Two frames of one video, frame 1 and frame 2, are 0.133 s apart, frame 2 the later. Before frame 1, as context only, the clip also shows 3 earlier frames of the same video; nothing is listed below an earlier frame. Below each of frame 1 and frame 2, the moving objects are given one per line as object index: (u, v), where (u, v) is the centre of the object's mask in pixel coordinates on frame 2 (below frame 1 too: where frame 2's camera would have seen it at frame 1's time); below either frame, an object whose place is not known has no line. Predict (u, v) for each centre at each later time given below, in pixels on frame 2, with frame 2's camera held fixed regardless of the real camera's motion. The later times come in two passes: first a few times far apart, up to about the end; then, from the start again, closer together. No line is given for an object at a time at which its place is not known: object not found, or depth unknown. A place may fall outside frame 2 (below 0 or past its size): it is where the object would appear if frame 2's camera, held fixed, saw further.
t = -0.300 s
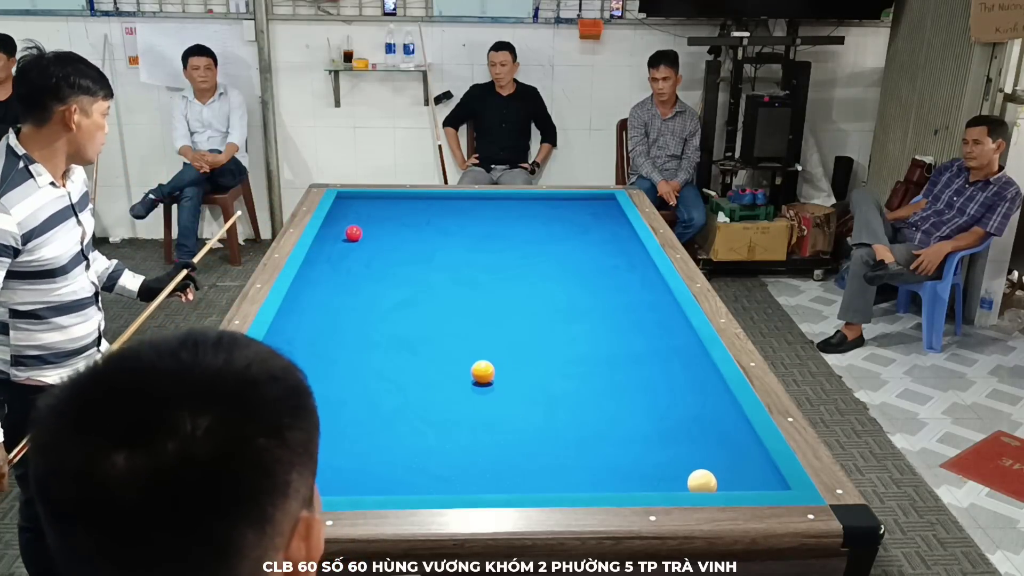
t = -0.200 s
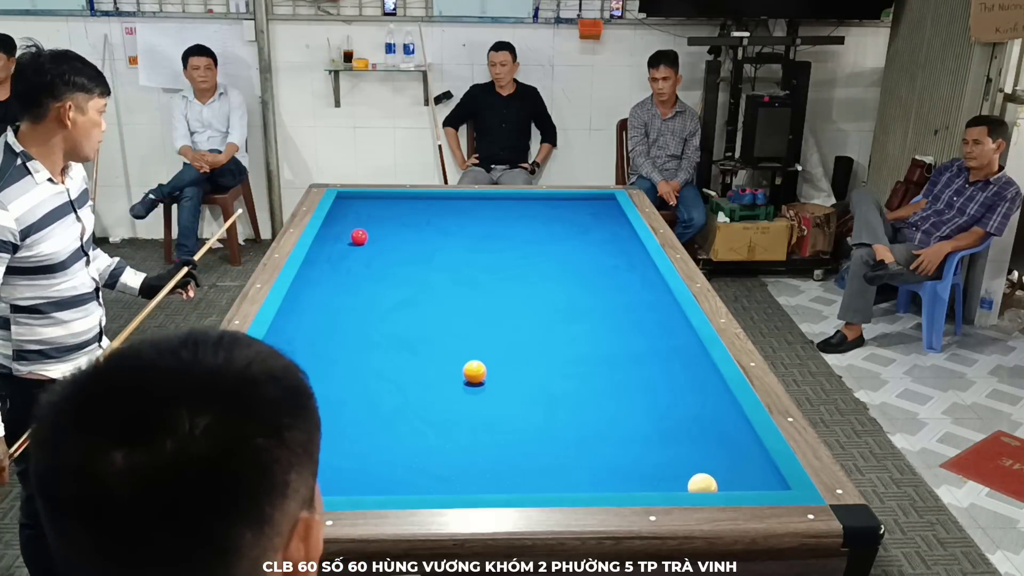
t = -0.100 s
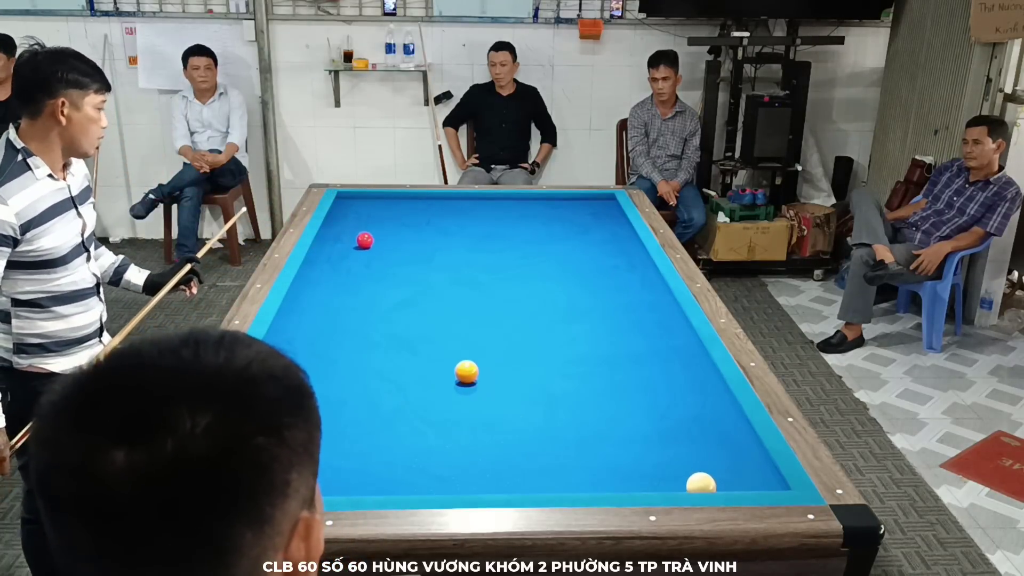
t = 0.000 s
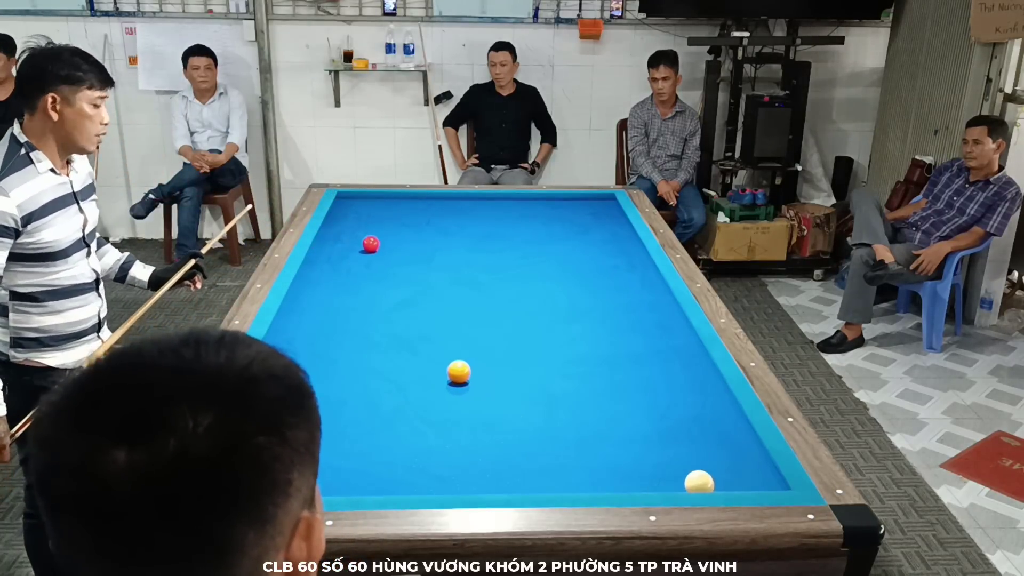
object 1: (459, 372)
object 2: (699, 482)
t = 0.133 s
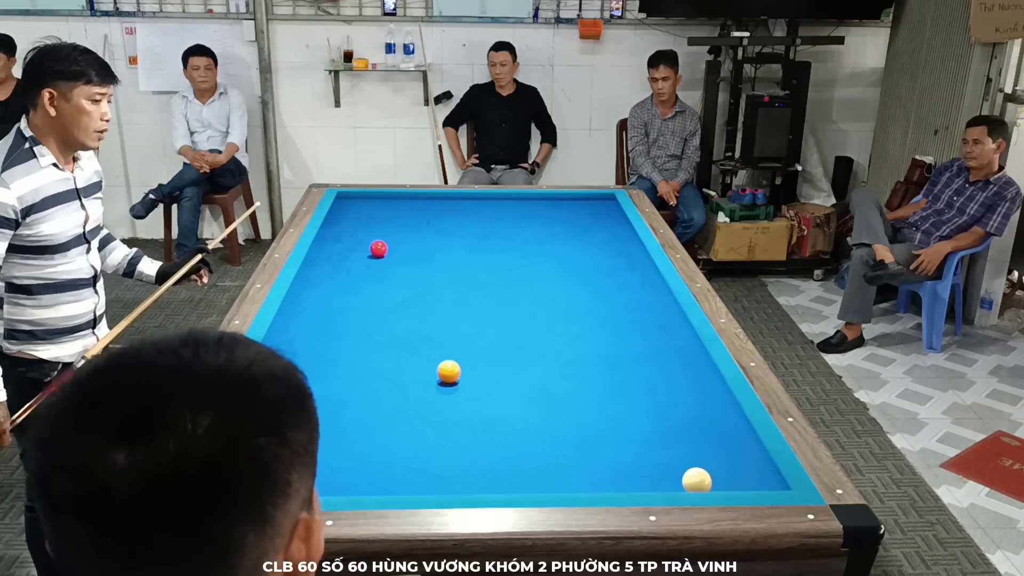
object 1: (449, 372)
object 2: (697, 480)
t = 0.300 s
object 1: (436, 372)
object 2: (694, 479)
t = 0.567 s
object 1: (418, 372)
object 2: (690, 475)
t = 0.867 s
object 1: (399, 372)
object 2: (686, 472)
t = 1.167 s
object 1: (381, 372)
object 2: (683, 469)
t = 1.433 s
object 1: (367, 373)
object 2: (682, 468)
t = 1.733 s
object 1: (352, 373)
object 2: (681, 468)
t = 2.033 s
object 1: (339, 374)
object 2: (682, 468)
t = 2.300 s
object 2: (682, 468)
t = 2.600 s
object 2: (682, 468)
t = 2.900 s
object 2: (682, 468)
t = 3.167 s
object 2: (682, 468)
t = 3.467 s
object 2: (682, 468)
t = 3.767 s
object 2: (682, 468)
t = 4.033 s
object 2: (682, 468)
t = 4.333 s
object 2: (682, 468)
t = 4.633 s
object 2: (692, 469)
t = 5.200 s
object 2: (677, 467)
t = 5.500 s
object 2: (682, 468)
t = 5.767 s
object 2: (682, 468)
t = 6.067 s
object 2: (682, 468)
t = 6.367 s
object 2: (682, 468)
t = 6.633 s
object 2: (682, 468)
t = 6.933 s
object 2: (682, 468)
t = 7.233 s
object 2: (682, 468)
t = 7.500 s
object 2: (676, 467)
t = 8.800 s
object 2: (676, 466)
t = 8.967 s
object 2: (679, 467)
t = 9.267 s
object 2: (681, 468)
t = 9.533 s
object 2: (681, 468)
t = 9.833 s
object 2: (682, 468)
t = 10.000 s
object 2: (681, 468)
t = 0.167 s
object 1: (446, 372)
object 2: (696, 480)
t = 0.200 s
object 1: (444, 372)
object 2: (696, 480)
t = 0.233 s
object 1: (441, 372)
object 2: (695, 479)
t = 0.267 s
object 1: (439, 372)
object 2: (694, 479)
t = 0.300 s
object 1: (436, 372)
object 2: (694, 479)
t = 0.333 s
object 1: (434, 372)
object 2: (693, 478)
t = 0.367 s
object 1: (432, 372)
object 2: (693, 478)
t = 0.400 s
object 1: (429, 372)
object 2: (692, 477)
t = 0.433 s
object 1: (427, 372)
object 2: (692, 477)
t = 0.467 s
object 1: (425, 372)
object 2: (691, 476)
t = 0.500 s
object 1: (423, 372)
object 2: (691, 476)
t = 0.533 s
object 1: (420, 372)
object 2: (690, 475)
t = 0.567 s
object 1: (418, 372)
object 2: (690, 475)
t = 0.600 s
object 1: (416, 372)
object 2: (690, 474)
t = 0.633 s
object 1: (414, 372)
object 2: (689, 474)
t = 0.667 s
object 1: (412, 372)
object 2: (689, 474)
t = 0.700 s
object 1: (409, 372)
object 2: (688, 473)
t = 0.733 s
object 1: (407, 372)
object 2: (688, 473)
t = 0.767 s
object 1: (405, 372)
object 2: (687, 473)
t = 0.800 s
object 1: (403, 372)
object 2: (687, 472)
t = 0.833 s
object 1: (401, 372)
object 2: (687, 472)
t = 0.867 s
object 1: (399, 372)
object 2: (686, 472)
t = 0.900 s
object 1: (397, 372)
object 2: (686, 471)
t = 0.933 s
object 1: (395, 372)
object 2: (686, 471)
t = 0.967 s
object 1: (393, 372)
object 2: (685, 471)
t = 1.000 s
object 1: (391, 372)
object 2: (685, 470)
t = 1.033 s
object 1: (389, 372)
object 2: (685, 470)
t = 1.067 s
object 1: (387, 372)
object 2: (684, 470)
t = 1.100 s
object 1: (385, 372)
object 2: (684, 470)
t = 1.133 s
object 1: (383, 373)
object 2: (684, 470)
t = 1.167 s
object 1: (381, 372)
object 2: (683, 469)
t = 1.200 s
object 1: (379, 373)
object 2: (683, 469)
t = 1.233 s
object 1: (377, 373)
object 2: (683, 469)
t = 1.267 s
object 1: (376, 373)
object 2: (683, 469)
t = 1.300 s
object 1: (373, 373)
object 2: (682, 469)
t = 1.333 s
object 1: (372, 373)
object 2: (682, 469)
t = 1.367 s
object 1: (370, 373)
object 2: (682, 468)
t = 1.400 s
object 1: (368, 373)
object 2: (682, 469)
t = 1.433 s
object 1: (367, 373)
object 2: (682, 468)
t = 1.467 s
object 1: (365, 373)
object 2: (682, 468)
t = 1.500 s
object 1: (363, 373)
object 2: (682, 468)
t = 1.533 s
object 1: (362, 373)
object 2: (682, 468)
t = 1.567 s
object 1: (360, 373)
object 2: (682, 468)
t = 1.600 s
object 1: (358, 373)
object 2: (682, 468)
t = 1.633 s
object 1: (357, 373)
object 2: (682, 468)
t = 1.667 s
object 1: (355, 373)
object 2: (682, 468)
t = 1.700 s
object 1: (353, 373)
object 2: (682, 468)
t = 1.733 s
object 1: (352, 373)
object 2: (681, 468)
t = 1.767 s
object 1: (350, 373)
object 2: (681, 468)
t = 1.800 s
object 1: (349, 374)
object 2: (682, 468)
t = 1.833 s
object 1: (348, 374)
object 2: (682, 468)
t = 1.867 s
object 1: (346, 374)
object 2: (682, 468)
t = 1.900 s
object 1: (344, 374)
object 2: (682, 468)
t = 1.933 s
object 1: (343, 374)
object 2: (682, 468)
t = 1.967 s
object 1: (342, 374)
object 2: (682, 468)
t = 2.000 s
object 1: (340, 374)
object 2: (682, 468)
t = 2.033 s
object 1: (339, 374)
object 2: (682, 468)
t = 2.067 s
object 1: (337, 374)
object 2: (682, 468)
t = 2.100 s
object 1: (336, 374)
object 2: (682, 468)
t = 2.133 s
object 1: (335, 374)
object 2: (682, 468)
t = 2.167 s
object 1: (334, 374)
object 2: (682, 468)
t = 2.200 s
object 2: (682, 468)
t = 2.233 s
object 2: (682, 468)
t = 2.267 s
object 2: (682, 468)
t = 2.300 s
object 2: (682, 468)
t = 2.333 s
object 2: (682, 468)
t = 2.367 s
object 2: (682, 468)
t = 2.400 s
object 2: (682, 468)
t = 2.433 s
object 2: (682, 468)
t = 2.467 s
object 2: (682, 468)
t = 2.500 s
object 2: (682, 468)
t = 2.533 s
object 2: (682, 468)
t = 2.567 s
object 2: (682, 468)
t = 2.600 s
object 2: (682, 468)
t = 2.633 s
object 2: (682, 468)
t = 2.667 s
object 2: (682, 468)
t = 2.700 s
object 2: (682, 468)
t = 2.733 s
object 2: (682, 468)
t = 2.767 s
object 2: (682, 468)
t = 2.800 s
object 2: (682, 468)
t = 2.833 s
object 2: (682, 468)
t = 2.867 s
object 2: (682, 468)
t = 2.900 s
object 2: (682, 468)
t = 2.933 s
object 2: (682, 468)
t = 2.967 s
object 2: (682, 468)
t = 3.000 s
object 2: (682, 468)
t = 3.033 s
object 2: (682, 468)
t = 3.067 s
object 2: (682, 468)
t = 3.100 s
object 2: (682, 468)
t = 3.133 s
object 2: (682, 468)
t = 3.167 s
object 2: (682, 468)
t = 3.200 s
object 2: (682, 468)
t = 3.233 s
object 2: (682, 468)
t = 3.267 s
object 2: (682, 468)
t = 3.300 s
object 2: (682, 468)
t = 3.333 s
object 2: (682, 468)
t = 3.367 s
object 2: (682, 468)
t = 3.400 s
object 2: (682, 468)
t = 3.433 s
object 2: (682, 468)
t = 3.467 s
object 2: (682, 468)
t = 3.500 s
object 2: (682, 468)
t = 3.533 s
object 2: (682, 468)
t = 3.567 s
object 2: (682, 468)
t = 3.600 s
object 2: (682, 468)
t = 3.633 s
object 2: (682, 468)
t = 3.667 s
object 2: (682, 468)
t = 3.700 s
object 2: (682, 468)
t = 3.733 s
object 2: (682, 468)
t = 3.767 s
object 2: (682, 468)
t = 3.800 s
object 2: (682, 468)
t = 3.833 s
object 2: (682, 468)
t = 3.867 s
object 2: (682, 468)
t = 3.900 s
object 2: (682, 468)
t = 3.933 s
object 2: (682, 468)
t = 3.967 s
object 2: (682, 468)
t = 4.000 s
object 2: (682, 468)
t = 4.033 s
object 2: (682, 468)
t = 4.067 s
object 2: (682, 468)
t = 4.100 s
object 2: (682, 468)
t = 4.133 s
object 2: (682, 468)
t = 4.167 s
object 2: (682, 468)
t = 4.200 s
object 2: (682, 468)
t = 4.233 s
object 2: (682, 468)
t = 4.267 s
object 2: (682, 468)
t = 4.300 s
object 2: (682, 468)
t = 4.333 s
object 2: (682, 468)
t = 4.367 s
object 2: (682, 468)
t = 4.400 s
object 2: (682, 468)
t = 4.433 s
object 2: (682, 468)
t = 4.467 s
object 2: (682, 468)
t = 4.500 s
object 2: (682, 468)
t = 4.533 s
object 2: (682, 468)
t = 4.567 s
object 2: (682, 468)
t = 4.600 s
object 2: (682, 468)
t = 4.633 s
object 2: (692, 469)
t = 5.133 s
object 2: (670, 466)
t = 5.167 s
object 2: (674, 467)
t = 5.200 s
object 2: (677, 467)
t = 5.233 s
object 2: (679, 468)
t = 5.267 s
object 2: (681, 468)
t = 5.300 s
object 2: (682, 468)
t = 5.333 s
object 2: (682, 468)
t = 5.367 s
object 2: (682, 468)
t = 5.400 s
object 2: (682, 469)
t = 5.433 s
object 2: (682, 468)
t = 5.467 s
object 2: (682, 468)
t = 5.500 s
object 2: (682, 468)
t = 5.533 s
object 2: (682, 468)
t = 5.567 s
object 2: (682, 468)
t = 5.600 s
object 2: (682, 468)
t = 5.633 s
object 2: (682, 468)
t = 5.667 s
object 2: (682, 468)
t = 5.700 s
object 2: (682, 468)
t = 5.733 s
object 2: (682, 468)
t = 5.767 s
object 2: (682, 468)
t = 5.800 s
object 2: (682, 468)
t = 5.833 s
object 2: (682, 468)
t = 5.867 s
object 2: (682, 468)
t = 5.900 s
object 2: (682, 468)
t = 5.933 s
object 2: (682, 468)
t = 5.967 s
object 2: (682, 468)
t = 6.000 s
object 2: (682, 468)
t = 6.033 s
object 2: (682, 468)
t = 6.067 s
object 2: (682, 468)
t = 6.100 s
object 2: (682, 468)
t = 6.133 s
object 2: (682, 468)
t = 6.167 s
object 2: (682, 468)
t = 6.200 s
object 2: (682, 468)
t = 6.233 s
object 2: (682, 468)
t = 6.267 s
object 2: (682, 468)
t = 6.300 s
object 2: (682, 468)
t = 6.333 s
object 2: (682, 468)
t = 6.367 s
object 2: (682, 468)
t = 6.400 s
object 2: (682, 468)
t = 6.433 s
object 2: (682, 468)
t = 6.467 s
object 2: (682, 468)
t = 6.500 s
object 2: (682, 468)
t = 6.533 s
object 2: (682, 468)
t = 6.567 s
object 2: (682, 468)
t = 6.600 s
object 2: (682, 468)
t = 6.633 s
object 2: (682, 468)
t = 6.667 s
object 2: (682, 468)
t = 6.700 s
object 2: (682, 468)
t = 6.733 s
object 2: (682, 468)
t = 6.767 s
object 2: (682, 468)
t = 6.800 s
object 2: (682, 468)
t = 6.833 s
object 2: (682, 468)
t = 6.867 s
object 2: (682, 468)
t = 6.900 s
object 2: (682, 468)
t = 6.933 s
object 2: (682, 468)
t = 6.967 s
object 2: (682, 468)
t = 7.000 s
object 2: (682, 468)
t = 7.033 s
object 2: (682, 468)
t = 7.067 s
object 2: (682, 468)
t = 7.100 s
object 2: (682, 468)
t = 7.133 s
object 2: (682, 468)
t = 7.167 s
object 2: (682, 468)
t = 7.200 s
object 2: (682, 468)
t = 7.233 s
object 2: (682, 468)
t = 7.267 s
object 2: (682, 468)
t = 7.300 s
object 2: (681, 468)
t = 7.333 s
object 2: (680, 468)
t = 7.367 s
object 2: (679, 468)
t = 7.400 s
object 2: (678, 467)
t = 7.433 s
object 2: (677, 467)
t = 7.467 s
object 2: (676, 467)
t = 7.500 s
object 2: (676, 467)
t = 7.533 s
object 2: (675, 466)
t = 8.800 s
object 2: (676, 466)
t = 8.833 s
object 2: (677, 466)
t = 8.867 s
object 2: (677, 466)
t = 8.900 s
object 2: (678, 466)
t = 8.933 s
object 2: (679, 466)
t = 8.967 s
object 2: (679, 467)
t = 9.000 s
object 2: (677, 468)
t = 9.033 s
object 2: (678, 468)
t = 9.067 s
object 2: (679, 468)
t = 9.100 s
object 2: (679, 468)
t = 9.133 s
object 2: (680, 468)
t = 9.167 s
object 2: (681, 468)
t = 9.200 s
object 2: (681, 468)
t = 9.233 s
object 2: (681, 468)
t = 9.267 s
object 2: (681, 468)
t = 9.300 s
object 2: (681, 468)
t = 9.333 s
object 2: (681, 468)
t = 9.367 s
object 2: (681, 468)
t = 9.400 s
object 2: (681, 468)
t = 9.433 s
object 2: (681, 468)
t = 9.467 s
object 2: (681, 468)
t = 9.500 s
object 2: (681, 468)
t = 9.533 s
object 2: (681, 468)
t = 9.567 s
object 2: (681, 468)
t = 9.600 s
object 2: (681, 468)
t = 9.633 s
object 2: (681, 468)
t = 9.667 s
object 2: (682, 468)
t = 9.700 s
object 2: (682, 468)
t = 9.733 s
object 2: (682, 468)
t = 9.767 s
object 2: (682, 468)
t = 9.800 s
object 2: (682, 468)
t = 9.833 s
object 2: (682, 468)
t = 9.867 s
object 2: (682, 468)
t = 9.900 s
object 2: (681, 468)
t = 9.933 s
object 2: (682, 468)
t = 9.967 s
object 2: (682, 468)
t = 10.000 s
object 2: (681, 468)
